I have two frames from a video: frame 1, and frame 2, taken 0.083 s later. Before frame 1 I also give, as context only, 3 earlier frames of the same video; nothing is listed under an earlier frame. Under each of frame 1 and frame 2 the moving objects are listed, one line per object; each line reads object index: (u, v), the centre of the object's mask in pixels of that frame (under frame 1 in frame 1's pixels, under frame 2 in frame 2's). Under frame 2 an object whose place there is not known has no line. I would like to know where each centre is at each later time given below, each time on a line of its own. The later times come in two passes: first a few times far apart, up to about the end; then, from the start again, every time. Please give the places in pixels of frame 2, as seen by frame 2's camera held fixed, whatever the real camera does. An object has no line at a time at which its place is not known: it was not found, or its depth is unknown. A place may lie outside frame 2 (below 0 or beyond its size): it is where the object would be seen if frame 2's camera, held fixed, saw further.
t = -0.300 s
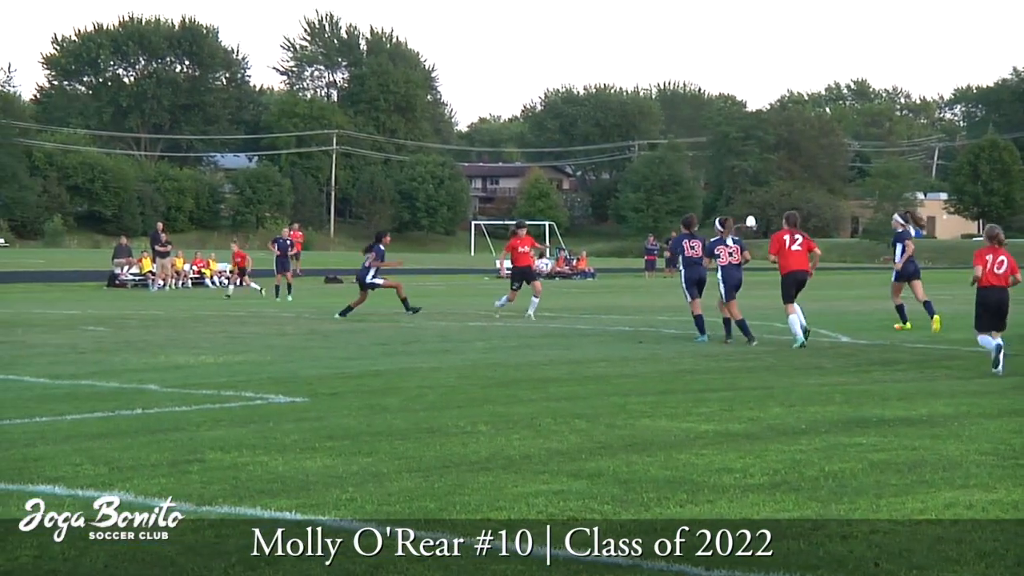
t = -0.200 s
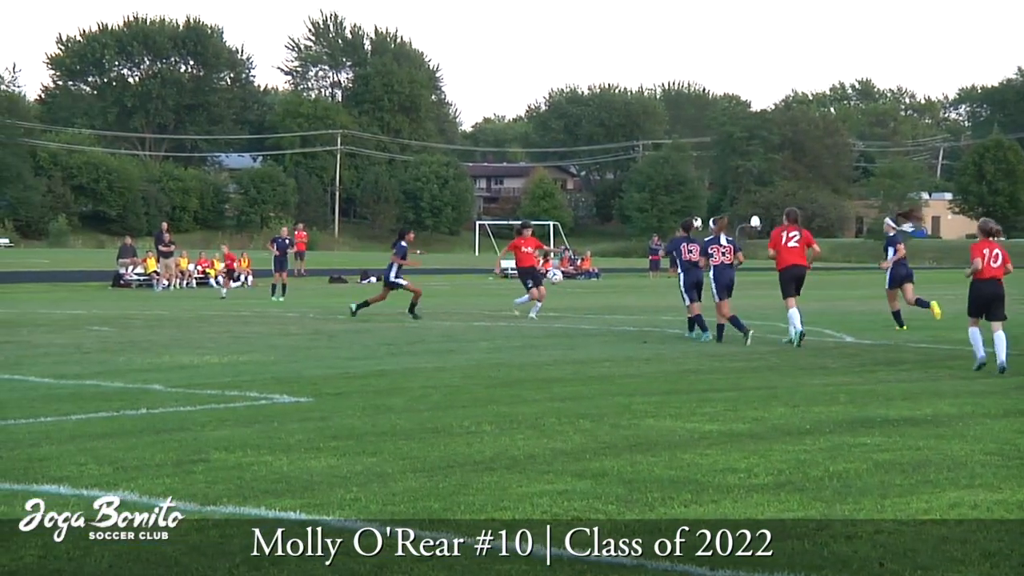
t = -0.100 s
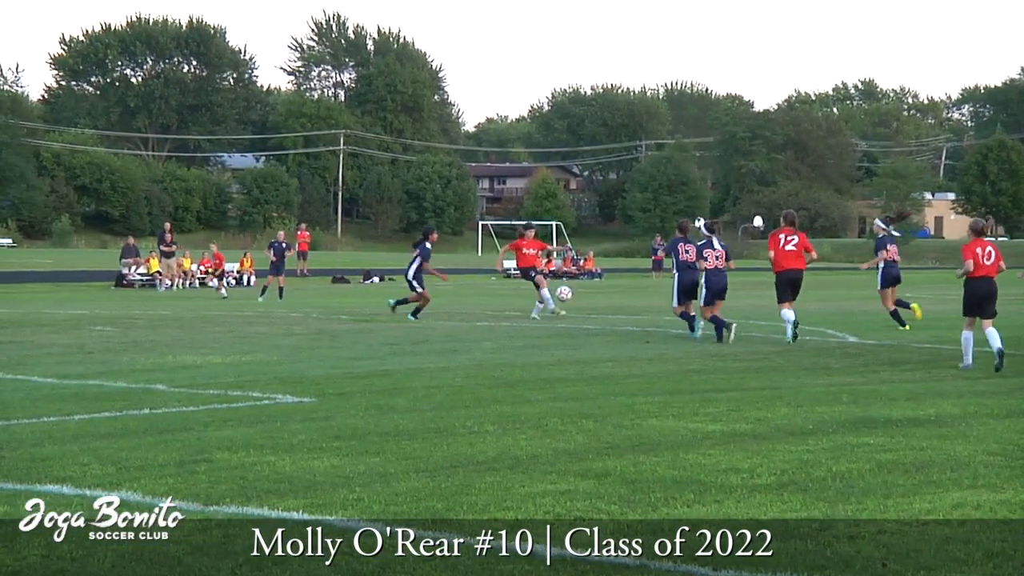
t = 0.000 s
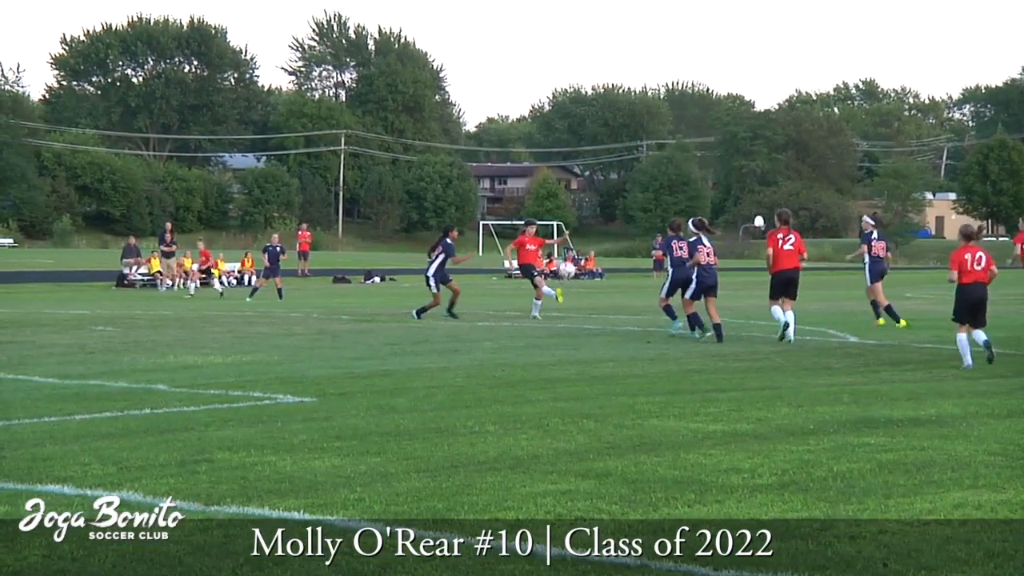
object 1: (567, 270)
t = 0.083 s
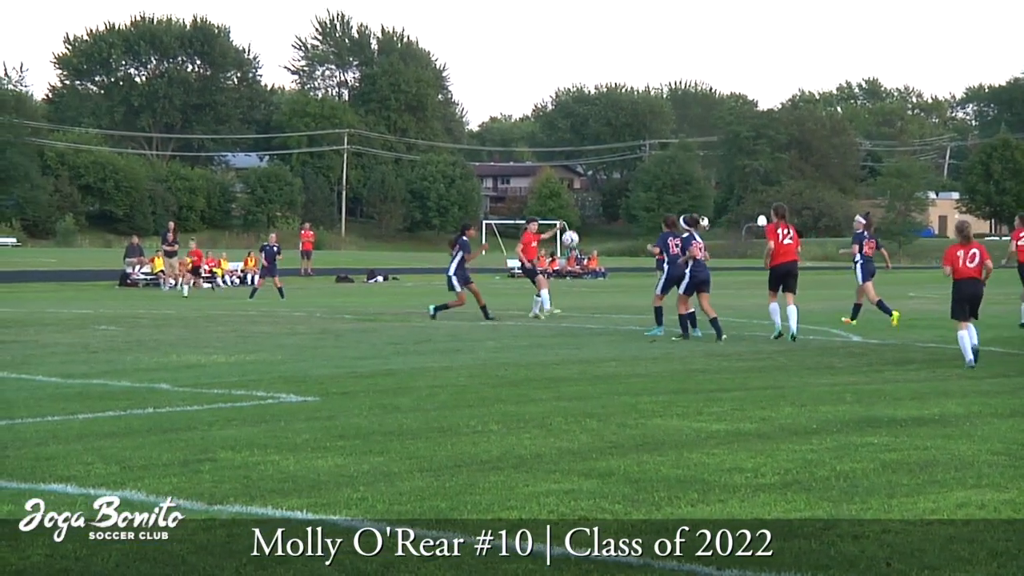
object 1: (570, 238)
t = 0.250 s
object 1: (570, 190)
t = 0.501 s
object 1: (569, 154)
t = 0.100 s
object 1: (570, 233)
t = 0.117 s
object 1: (570, 228)
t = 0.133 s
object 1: (570, 222)
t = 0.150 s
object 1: (570, 217)
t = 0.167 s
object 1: (570, 213)
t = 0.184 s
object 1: (570, 207)
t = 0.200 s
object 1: (570, 203)
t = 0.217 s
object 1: (570, 198)
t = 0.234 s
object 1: (570, 194)
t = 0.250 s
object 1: (570, 190)
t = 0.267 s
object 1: (570, 186)
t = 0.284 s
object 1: (570, 183)
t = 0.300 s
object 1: (570, 180)
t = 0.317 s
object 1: (570, 175)
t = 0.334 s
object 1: (570, 172)
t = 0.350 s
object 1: (570, 170)
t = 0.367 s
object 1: (570, 168)
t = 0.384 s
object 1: (570, 165)
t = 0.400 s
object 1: (570, 163)
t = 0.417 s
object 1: (569, 160)
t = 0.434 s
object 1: (570, 159)
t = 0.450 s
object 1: (570, 157)
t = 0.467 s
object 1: (570, 156)
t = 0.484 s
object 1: (569, 154)
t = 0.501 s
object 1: (569, 154)
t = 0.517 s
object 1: (569, 153)
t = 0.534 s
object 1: (569, 153)
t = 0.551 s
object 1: (569, 152)
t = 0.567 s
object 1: (569, 152)
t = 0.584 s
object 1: (569, 152)
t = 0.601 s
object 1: (569, 153)
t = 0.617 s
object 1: (569, 153)
